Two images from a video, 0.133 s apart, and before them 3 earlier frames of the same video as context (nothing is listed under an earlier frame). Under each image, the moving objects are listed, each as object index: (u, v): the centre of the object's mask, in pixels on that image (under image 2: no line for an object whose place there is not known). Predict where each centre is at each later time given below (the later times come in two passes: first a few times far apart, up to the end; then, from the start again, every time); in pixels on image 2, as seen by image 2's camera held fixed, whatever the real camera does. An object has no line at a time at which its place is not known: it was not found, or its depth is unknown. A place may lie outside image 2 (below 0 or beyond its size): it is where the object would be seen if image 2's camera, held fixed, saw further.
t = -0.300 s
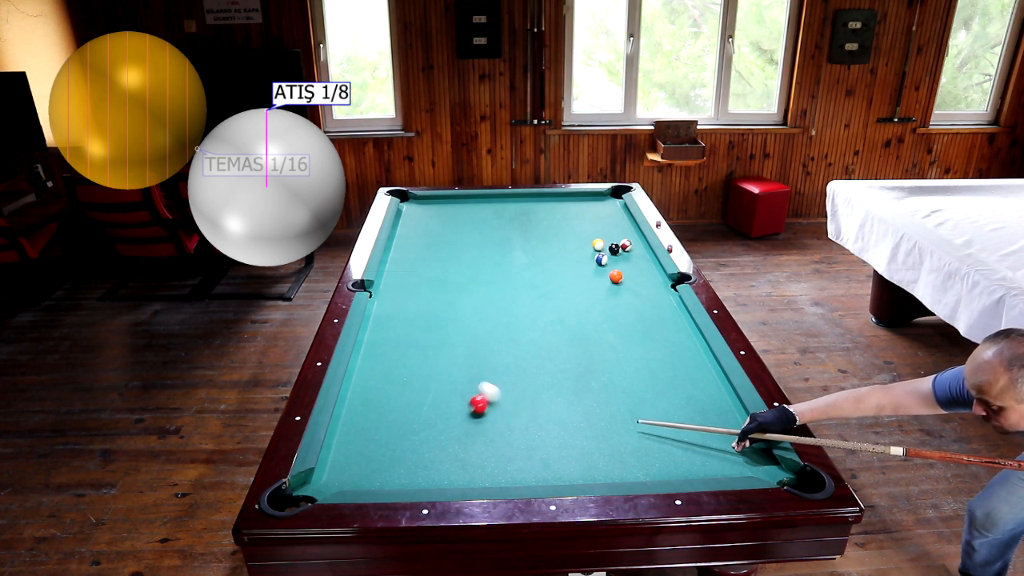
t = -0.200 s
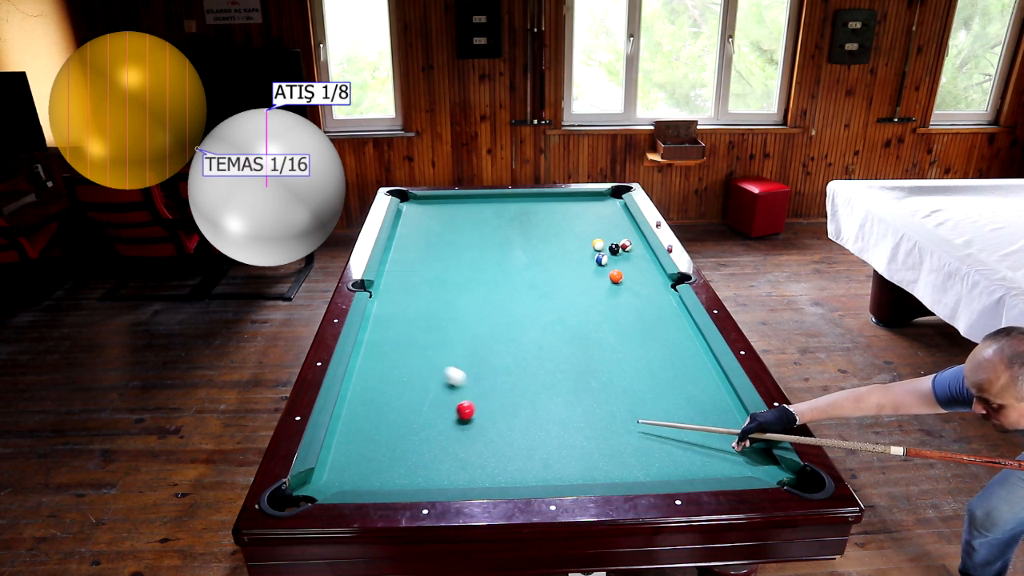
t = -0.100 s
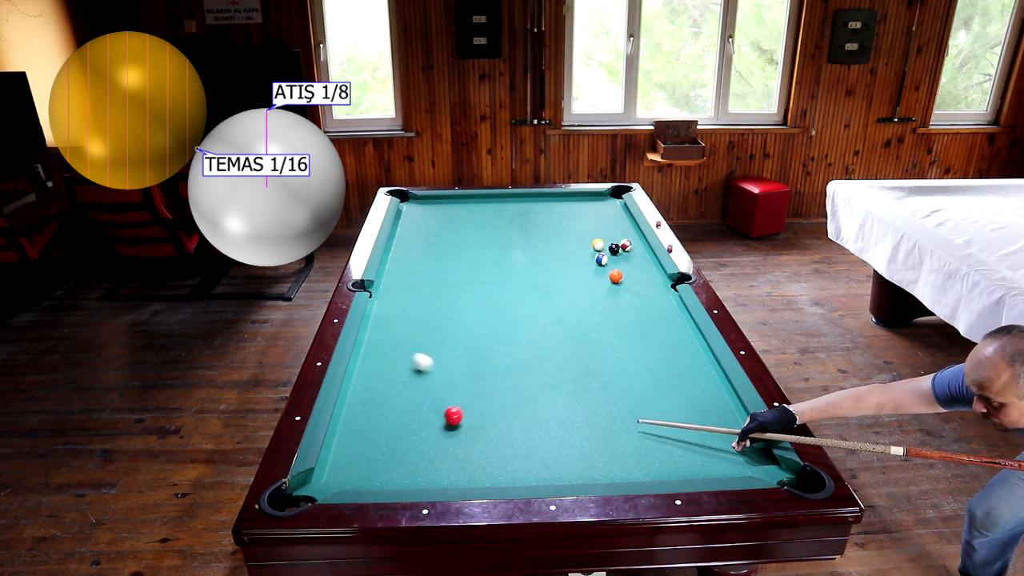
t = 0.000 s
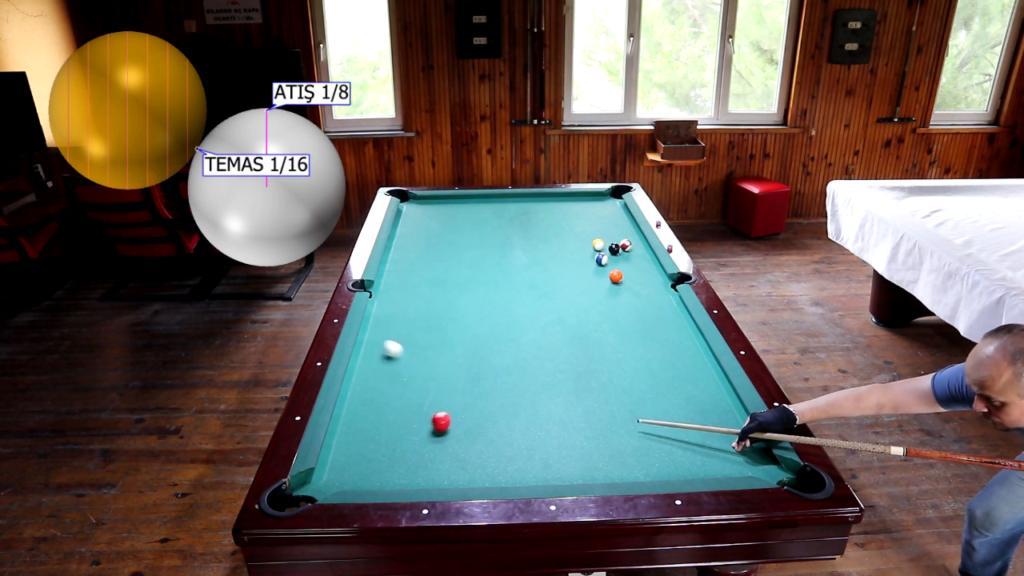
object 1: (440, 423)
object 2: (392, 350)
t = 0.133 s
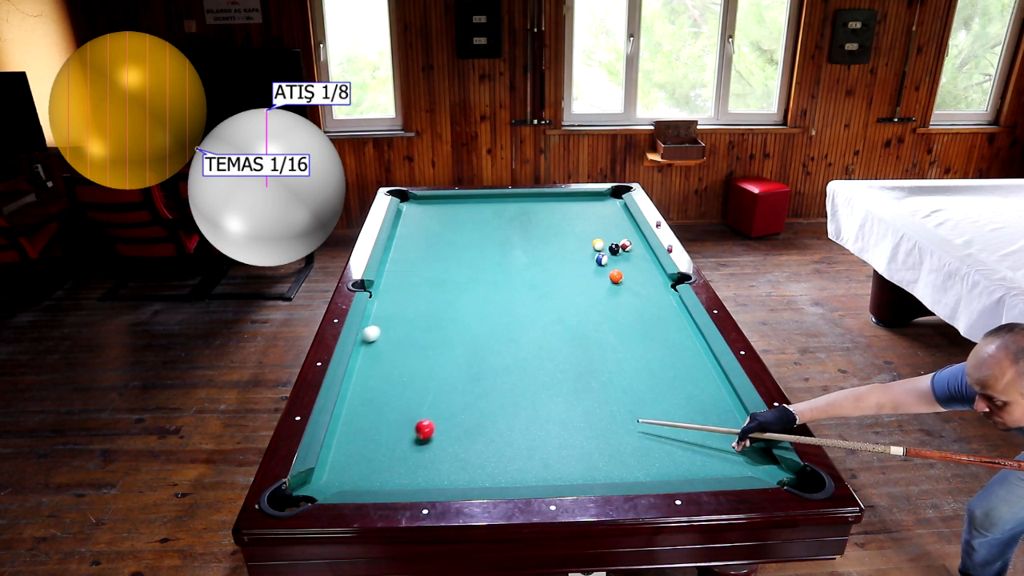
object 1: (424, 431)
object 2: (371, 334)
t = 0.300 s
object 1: (403, 442)
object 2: (404, 320)
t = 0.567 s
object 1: (369, 458)
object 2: (451, 299)
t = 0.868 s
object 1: (331, 472)
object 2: (497, 279)
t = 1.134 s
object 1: (298, 489)
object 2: (533, 263)
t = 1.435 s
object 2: (570, 247)
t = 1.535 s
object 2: (581, 242)
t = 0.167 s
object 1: (420, 433)
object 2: (378, 331)
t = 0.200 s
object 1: (416, 435)
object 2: (384, 328)
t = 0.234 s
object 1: (411, 438)
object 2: (391, 325)
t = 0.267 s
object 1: (407, 439)
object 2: (397, 323)
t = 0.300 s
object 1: (403, 442)
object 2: (404, 320)
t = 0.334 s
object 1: (399, 444)
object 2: (410, 317)
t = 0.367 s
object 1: (394, 445)
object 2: (416, 314)
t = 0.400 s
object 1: (390, 447)
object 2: (422, 312)
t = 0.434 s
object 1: (386, 450)
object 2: (428, 309)
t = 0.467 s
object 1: (382, 452)
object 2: (434, 306)
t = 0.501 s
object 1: (378, 453)
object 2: (439, 304)
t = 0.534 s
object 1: (373, 455)
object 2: (445, 302)
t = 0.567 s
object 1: (369, 458)
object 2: (451, 299)
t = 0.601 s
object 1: (365, 460)
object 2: (456, 297)
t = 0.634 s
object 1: (361, 462)
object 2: (461, 294)
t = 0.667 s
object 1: (357, 461)
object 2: (467, 292)
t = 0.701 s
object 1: (353, 463)
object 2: (472, 290)
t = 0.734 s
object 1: (349, 464)
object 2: (477, 288)
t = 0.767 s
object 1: (345, 466)
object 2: (482, 285)
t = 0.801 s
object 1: (340, 468)
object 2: (487, 283)
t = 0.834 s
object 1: (336, 470)
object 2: (493, 281)
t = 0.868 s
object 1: (331, 472)
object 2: (497, 279)
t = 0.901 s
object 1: (327, 474)
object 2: (502, 277)
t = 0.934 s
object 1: (323, 476)
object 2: (507, 275)
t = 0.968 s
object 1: (318, 478)
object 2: (511, 272)
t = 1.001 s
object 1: (315, 479)
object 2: (516, 271)
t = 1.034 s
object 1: (310, 482)
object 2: (520, 269)
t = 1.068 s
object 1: (305, 484)
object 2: (525, 267)
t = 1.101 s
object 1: (301, 486)
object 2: (529, 265)
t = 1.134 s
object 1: (298, 489)
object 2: (533, 263)
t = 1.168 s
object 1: (297, 492)
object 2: (538, 261)
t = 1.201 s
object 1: (296, 497)
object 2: (542, 259)
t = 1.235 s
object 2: (546, 257)
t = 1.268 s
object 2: (550, 256)
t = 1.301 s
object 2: (554, 254)
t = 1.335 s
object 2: (558, 252)
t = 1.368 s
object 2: (562, 250)
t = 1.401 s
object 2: (566, 249)
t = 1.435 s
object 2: (570, 247)
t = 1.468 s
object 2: (573, 246)
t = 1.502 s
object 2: (577, 244)
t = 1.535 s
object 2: (581, 242)
